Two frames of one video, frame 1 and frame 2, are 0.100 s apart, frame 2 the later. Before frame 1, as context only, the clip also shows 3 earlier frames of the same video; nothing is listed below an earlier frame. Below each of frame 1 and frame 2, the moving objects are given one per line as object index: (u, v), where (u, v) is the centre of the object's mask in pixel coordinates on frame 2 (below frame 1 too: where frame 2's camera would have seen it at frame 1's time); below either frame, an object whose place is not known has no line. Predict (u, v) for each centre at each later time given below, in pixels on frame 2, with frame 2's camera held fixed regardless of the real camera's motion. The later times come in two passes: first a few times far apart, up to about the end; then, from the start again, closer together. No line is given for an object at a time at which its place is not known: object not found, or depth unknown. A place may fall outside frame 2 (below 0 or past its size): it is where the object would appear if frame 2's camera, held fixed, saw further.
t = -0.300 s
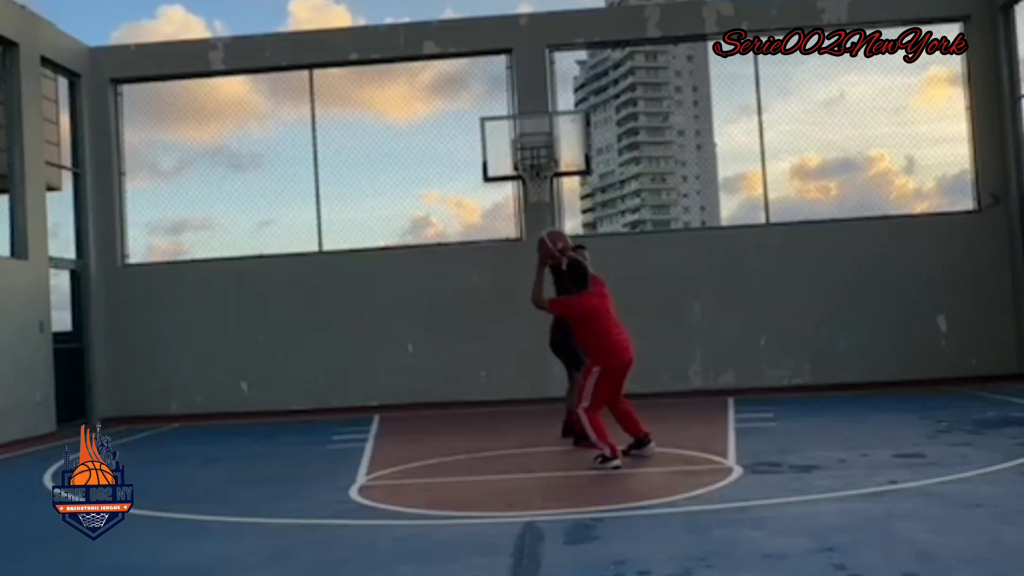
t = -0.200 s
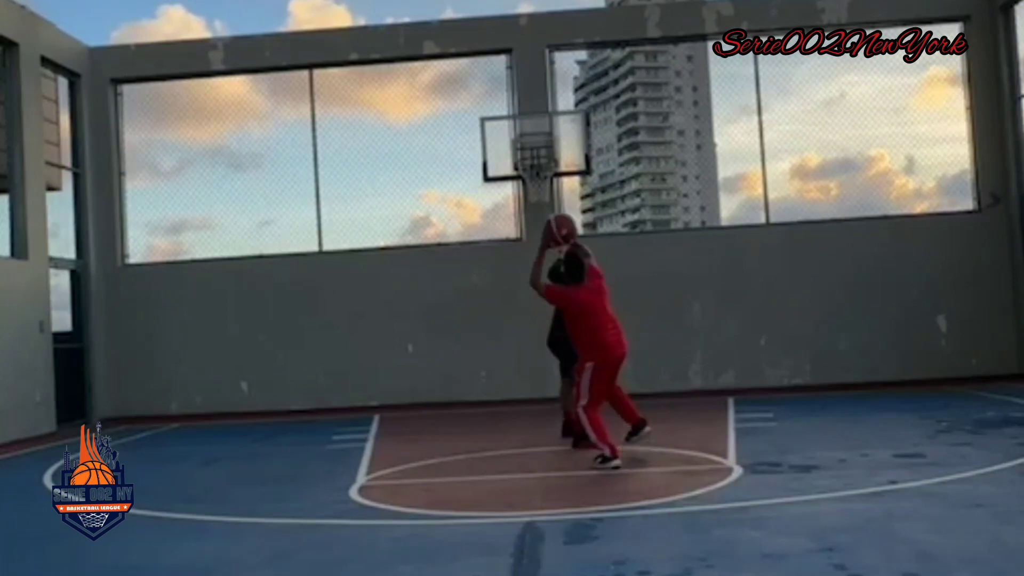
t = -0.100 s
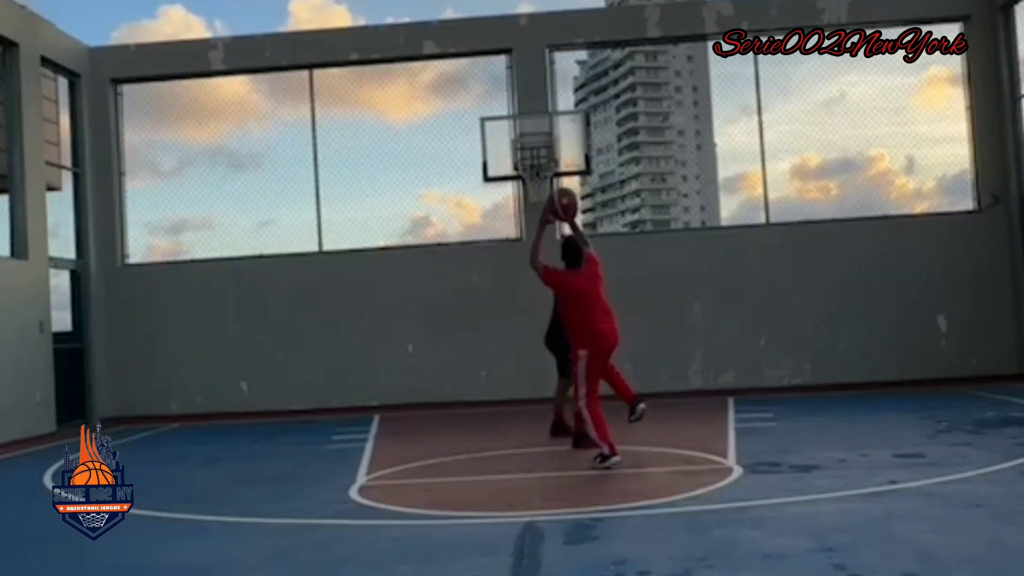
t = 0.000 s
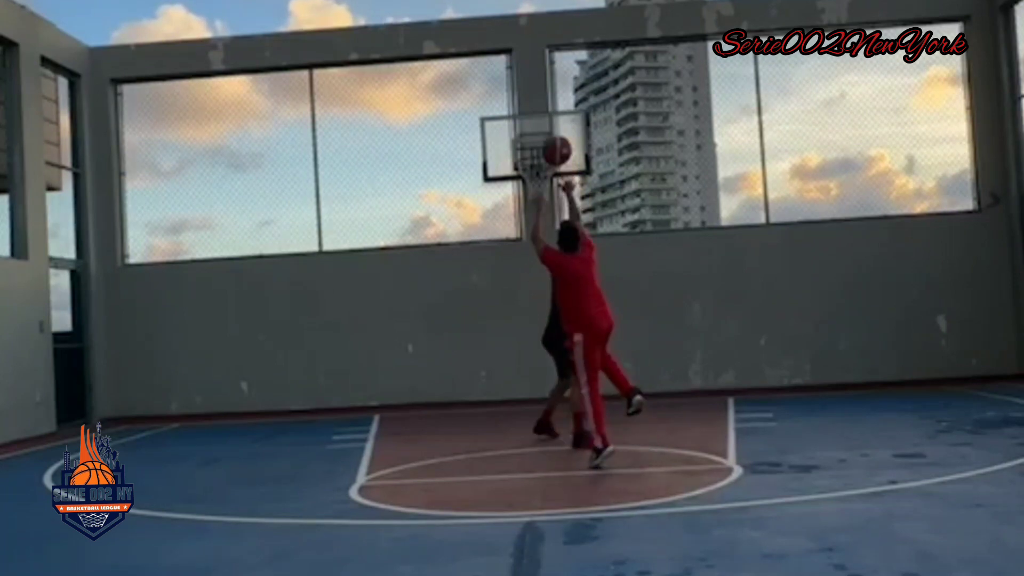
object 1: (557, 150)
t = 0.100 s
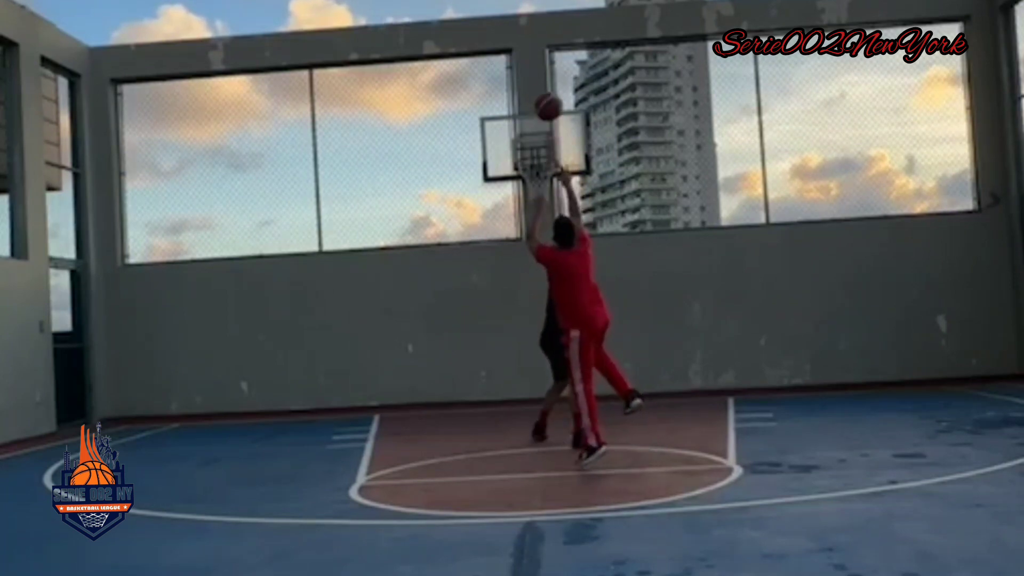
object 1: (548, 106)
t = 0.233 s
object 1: (540, 75)
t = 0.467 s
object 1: (531, 65)
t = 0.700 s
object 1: (527, 106)
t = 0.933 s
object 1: (523, 147)
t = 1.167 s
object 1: (522, 151)
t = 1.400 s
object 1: (521, 152)
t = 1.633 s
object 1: (536, 151)
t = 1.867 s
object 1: (547, 150)
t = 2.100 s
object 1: (547, 151)
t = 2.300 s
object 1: (540, 152)
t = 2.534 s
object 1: (523, 155)
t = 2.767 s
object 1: (514, 162)
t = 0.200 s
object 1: (542, 80)
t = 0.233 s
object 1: (540, 75)
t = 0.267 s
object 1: (538, 68)
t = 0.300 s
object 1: (536, 65)
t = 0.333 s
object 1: (535, 63)
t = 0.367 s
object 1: (534, 62)
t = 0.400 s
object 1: (533, 61)
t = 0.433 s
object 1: (532, 63)
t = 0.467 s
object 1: (531, 65)
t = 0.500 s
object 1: (530, 69)
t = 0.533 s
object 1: (529, 73)
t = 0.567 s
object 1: (528, 78)
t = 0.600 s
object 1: (528, 84)
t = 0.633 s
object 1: (527, 91)
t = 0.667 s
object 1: (527, 98)
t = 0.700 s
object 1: (527, 106)
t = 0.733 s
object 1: (526, 116)
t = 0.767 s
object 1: (526, 126)
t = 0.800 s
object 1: (525, 135)
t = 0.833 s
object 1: (525, 144)
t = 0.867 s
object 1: (525, 148)
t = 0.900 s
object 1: (524, 147)
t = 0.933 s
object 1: (523, 147)
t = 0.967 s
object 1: (523, 148)
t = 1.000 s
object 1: (522, 147)
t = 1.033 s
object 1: (522, 149)
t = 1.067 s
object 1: (522, 150)
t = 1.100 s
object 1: (522, 152)
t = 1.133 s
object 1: (522, 152)
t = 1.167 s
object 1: (522, 151)
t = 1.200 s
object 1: (521, 152)
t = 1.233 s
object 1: (520, 152)
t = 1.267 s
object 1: (520, 152)
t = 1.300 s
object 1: (520, 151)
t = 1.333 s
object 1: (520, 152)
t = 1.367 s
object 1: (521, 152)
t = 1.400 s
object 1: (521, 152)
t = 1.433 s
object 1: (522, 152)
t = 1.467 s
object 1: (524, 152)
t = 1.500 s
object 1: (525, 152)
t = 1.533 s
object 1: (527, 152)
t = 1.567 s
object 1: (529, 151)
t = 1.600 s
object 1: (531, 151)
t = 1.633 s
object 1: (536, 151)
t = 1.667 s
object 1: (538, 151)
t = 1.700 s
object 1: (540, 151)
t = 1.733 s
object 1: (542, 150)
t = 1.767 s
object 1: (545, 150)
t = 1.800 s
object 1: (545, 150)
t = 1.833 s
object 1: (546, 149)
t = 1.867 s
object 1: (547, 150)
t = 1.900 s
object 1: (548, 149)
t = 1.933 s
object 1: (548, 150)
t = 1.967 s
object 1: (548, 150)
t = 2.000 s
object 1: (548, 150)
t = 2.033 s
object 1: (548, 149)
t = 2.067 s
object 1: (547, 150)
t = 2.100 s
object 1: (547, 151)
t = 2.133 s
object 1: (546, 150)
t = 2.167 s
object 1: (547, 150)
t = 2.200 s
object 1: (544, 151)
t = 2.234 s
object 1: (542, 151)
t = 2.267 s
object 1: (542, 150)
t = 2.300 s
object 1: (540, 152)
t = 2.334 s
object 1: (539, 150)
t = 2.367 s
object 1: (538, 152)
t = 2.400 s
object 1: (529, 153)
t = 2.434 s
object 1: (527, 153)
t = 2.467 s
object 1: (527, 154)
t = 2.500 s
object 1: (523, 154)
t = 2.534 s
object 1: (523, 155)
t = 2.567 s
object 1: (522, 156)
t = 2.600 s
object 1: (522, 158)
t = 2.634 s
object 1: (521, 157)
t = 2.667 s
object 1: (519, 159)
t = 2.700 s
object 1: (518, 160)
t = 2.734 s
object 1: (516, 160)
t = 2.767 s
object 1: (514, 162)
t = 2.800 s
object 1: (513, 166)
